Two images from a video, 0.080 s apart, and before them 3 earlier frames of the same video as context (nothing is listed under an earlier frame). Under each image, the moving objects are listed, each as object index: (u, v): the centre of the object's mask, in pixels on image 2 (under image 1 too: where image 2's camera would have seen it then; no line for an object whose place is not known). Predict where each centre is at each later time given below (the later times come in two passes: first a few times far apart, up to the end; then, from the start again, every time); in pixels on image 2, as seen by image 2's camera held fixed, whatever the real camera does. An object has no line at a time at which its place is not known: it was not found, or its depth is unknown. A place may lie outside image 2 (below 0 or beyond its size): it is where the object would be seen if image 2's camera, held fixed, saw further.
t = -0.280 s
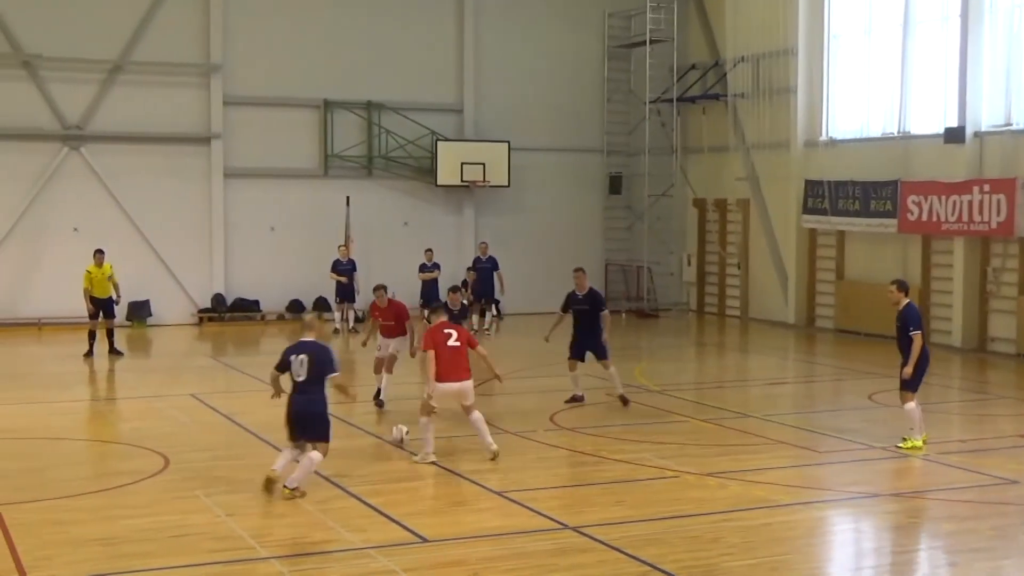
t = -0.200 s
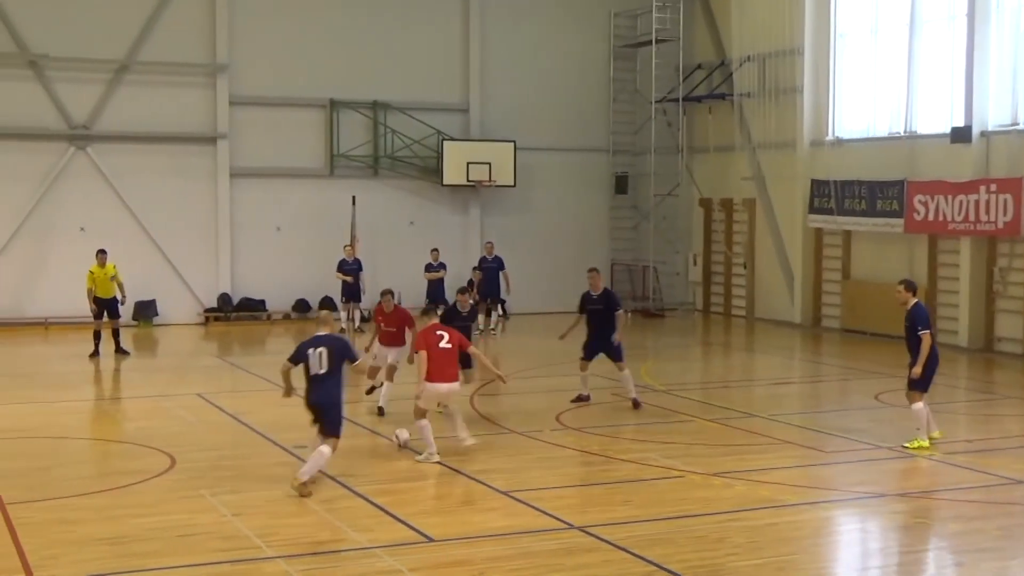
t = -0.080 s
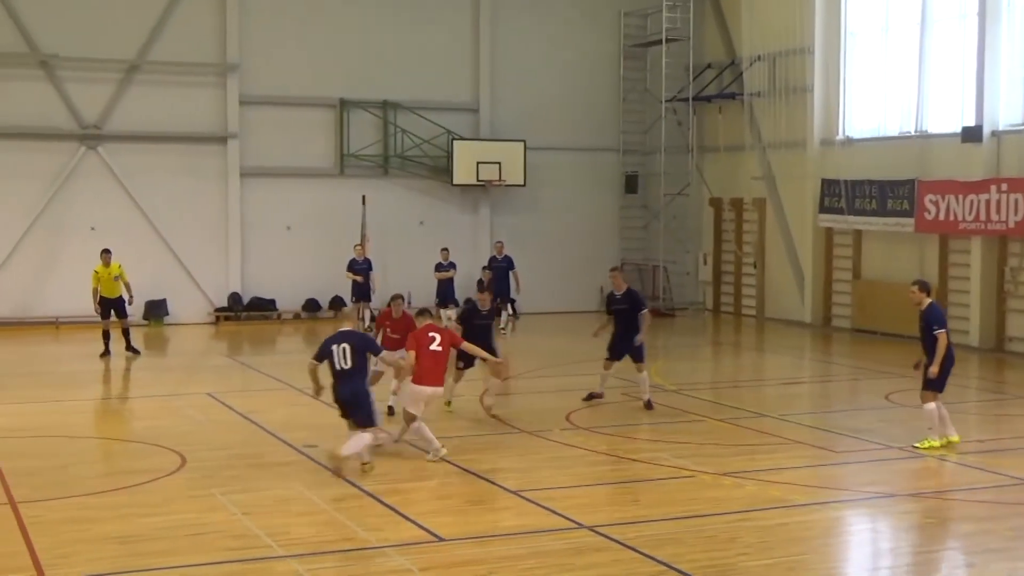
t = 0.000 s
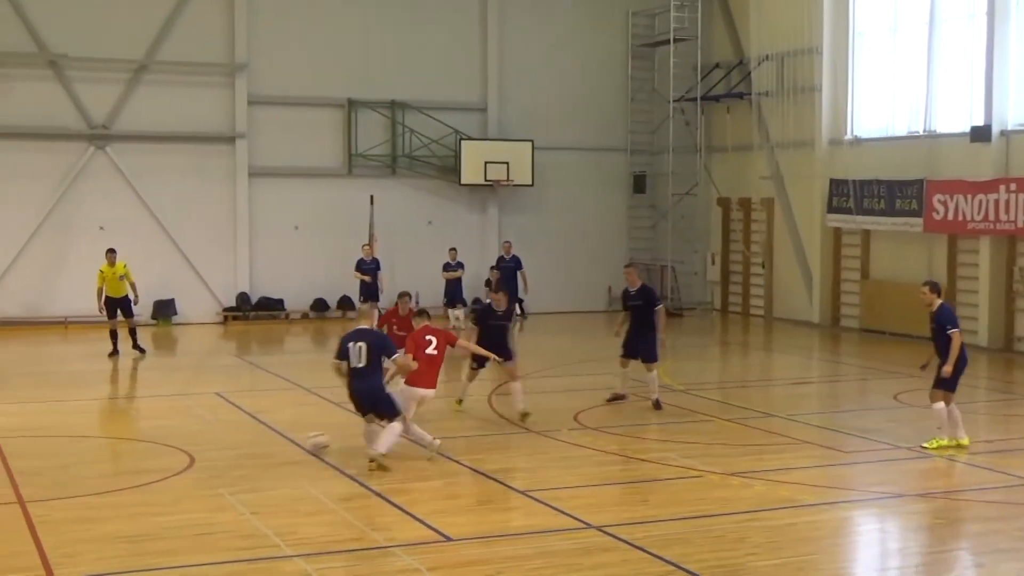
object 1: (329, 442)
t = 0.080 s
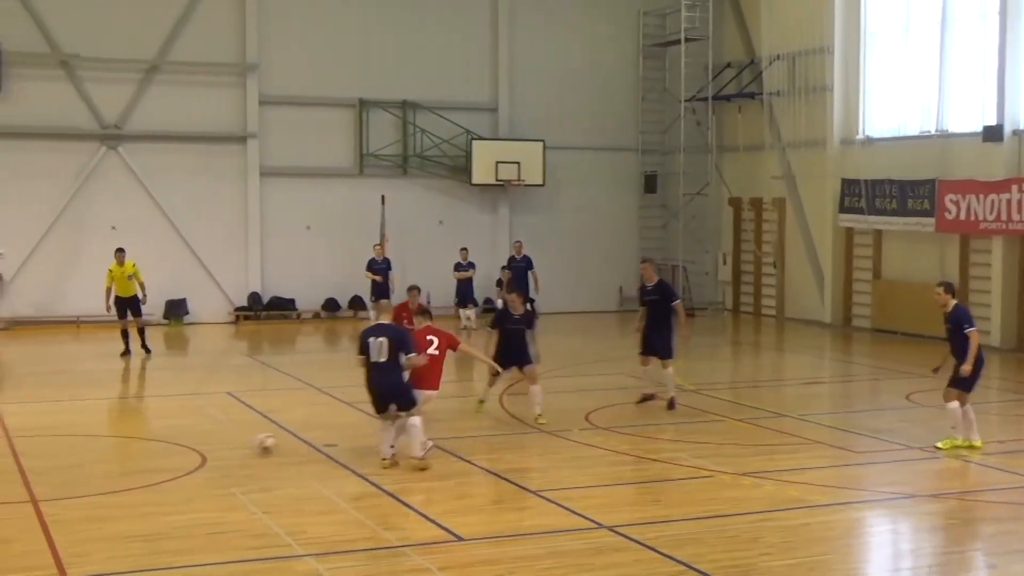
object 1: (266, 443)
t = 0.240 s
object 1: (144, 445)
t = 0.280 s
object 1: (115, 445)
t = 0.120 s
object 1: (235, 443)
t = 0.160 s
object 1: (203, 444)
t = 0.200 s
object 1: (172, 443)
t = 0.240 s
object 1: (144, 445)
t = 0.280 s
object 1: (115, 445)
